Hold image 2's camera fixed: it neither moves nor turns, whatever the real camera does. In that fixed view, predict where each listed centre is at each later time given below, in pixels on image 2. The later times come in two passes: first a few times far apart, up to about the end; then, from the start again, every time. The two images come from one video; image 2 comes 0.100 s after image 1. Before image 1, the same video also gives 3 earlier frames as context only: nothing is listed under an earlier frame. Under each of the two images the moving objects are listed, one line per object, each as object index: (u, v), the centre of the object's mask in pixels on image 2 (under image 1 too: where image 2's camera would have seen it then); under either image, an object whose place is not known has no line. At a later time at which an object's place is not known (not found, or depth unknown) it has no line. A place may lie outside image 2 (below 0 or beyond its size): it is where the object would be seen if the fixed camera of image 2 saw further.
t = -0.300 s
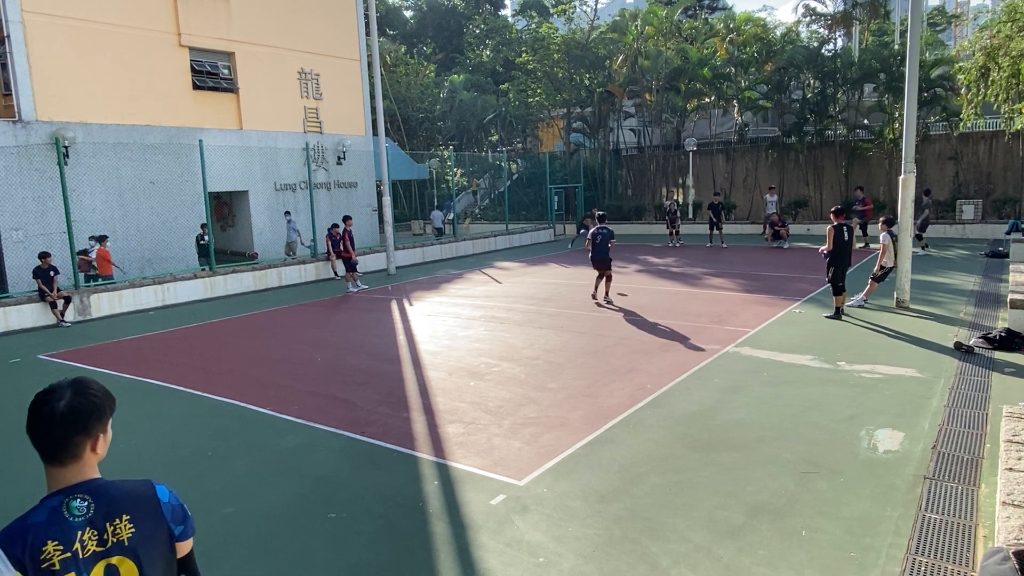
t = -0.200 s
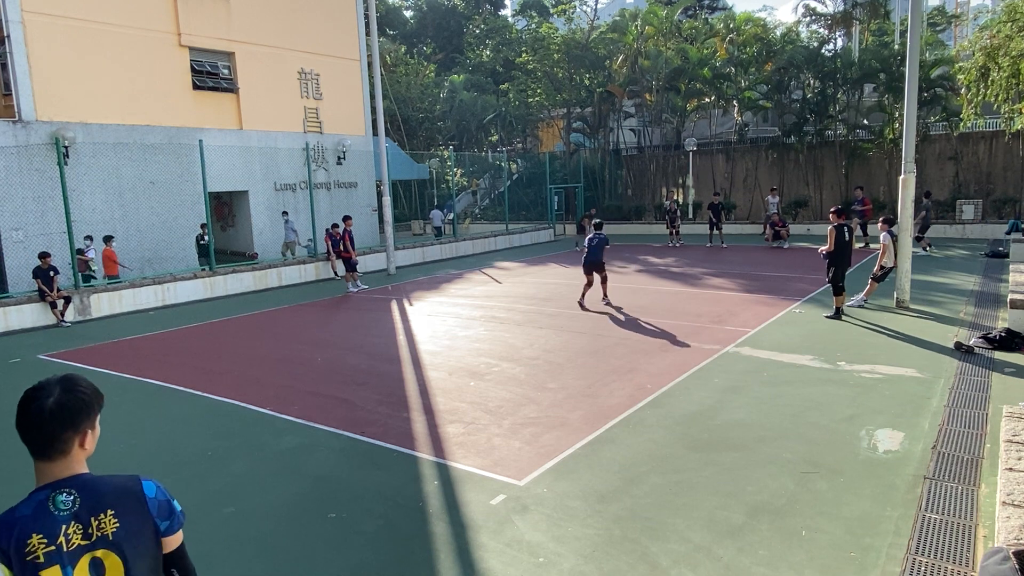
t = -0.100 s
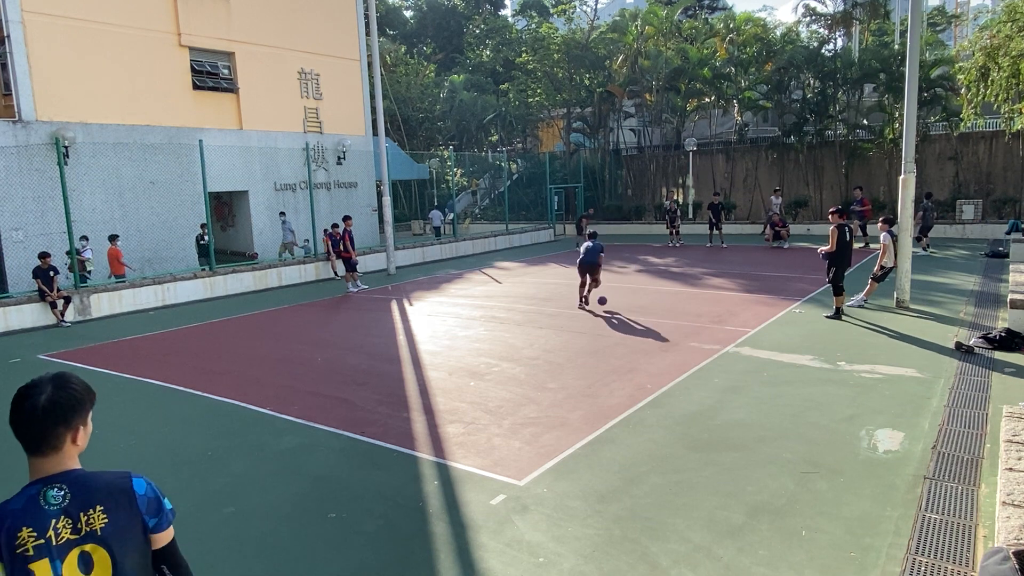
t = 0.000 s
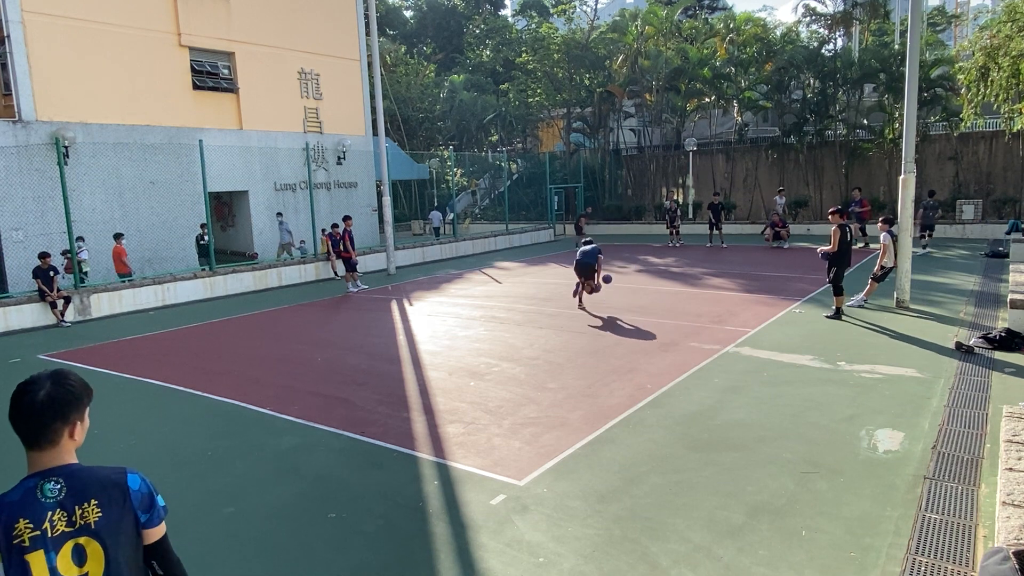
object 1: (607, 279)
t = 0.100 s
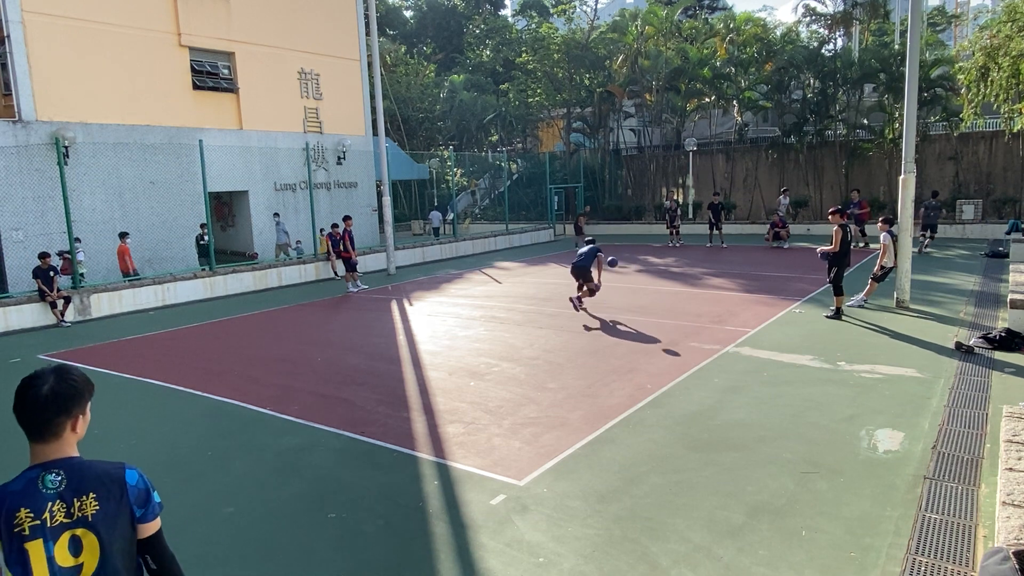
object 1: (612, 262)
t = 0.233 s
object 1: (621, 249)
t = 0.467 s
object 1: (638, 255)
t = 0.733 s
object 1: (664, 318)
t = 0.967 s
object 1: (691, 360)
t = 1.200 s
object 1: (732, 366)
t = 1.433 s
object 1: (787, 440)
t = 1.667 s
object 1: (862, 491)
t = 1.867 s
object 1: (951, 562)
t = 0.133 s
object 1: (614, 258)
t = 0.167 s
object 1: (616, 254)
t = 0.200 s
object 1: (618, 251)
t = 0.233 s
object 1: (621, 249)
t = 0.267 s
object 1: (623, 247)
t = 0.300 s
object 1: (625, 247)
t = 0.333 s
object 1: (628, 247)
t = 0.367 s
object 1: (630, 248)
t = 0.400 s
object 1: (633, 249)
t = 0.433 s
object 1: (635, 252)
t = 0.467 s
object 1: (638, 255)
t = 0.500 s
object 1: (641, 260)
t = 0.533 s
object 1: (644, 265)
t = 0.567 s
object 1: (647, 272)
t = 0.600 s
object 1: (650, 279)
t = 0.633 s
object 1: (654, 287)
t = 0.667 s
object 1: (657, 297)
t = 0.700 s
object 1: (660, 307)
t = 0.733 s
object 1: (664, 318)
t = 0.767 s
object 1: (667, 331)
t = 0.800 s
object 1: (670, 345)
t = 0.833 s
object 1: (674, 360)
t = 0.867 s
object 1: (678, 373)
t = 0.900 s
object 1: (682, 368)
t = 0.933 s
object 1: (687, 364)
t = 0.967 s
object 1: (691, 360)
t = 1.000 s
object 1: (697, 358)
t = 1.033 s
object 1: (702, 356)
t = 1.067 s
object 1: (707, 356)
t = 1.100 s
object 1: (713, 356)
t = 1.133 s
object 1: (719, 358)
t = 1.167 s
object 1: (725, 361)
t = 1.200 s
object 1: (732, 366)
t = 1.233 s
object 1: (739, 372)
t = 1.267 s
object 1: (746, 378)
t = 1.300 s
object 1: (754, 387)
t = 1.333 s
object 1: (762, 398)
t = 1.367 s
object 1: (770, 410)
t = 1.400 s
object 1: (778, 425)
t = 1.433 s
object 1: (787, 440)
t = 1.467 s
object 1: (797, 458)
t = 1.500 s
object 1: (806, 479)
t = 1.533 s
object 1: (816, 484)
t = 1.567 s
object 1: (827, 483)
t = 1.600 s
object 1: (838, 484)
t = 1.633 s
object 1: (849, 487)
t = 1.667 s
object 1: (862, 491)
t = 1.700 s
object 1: (875, 497)
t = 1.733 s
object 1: (888, 505)
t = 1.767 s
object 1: (903, 516)
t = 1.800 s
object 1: (918, 530)
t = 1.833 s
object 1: (934, 546)
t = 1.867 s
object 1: (951, 562)
